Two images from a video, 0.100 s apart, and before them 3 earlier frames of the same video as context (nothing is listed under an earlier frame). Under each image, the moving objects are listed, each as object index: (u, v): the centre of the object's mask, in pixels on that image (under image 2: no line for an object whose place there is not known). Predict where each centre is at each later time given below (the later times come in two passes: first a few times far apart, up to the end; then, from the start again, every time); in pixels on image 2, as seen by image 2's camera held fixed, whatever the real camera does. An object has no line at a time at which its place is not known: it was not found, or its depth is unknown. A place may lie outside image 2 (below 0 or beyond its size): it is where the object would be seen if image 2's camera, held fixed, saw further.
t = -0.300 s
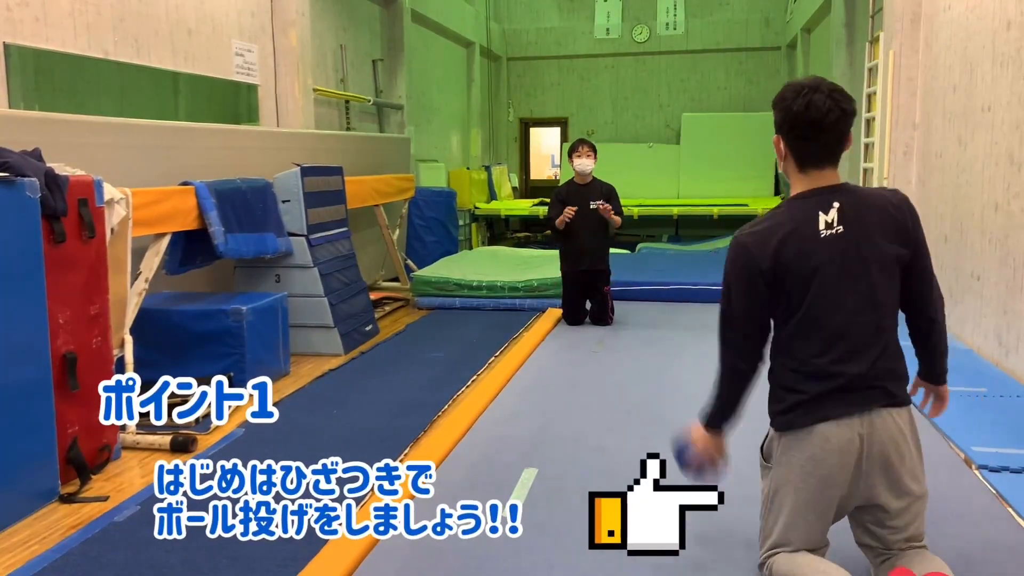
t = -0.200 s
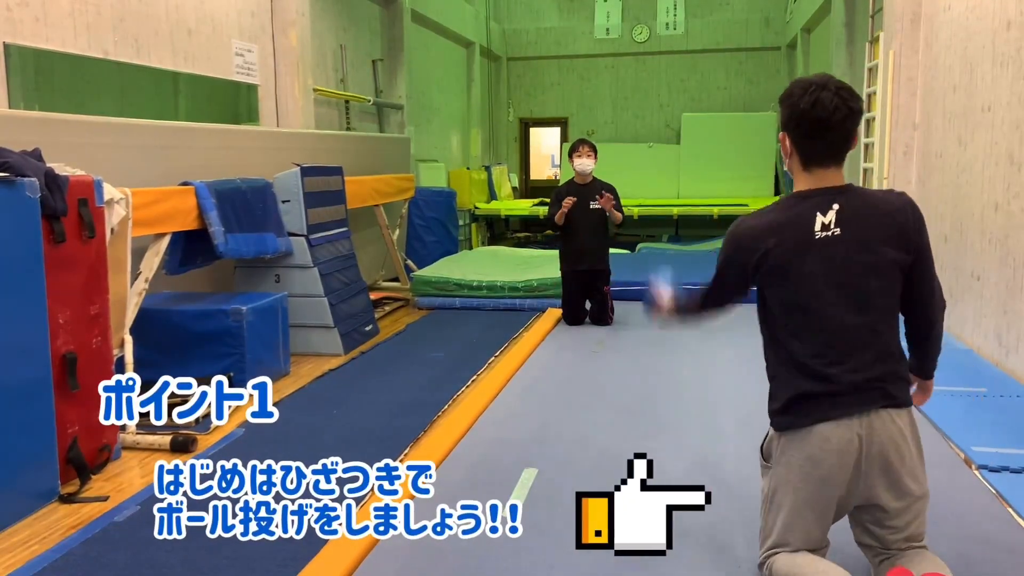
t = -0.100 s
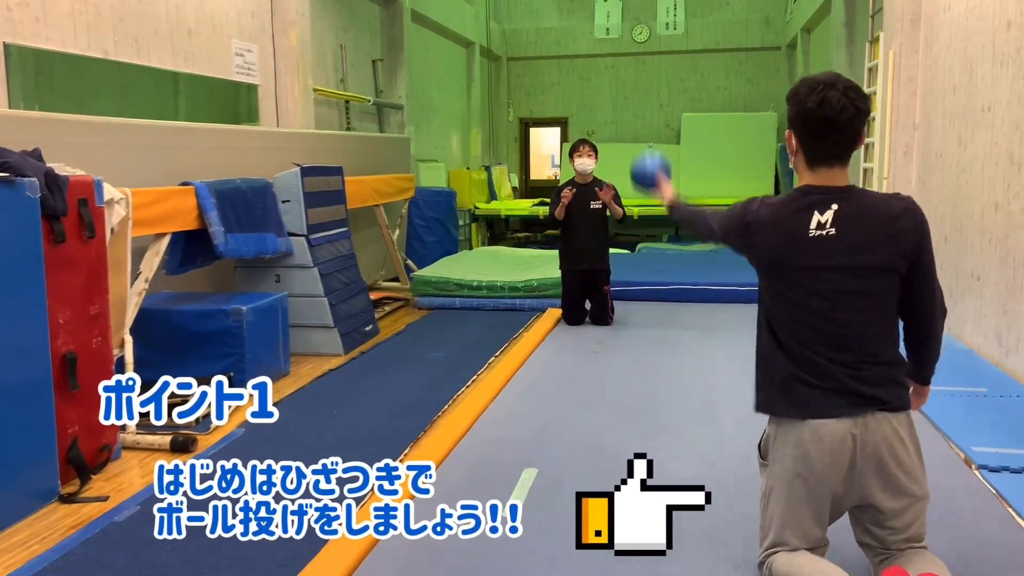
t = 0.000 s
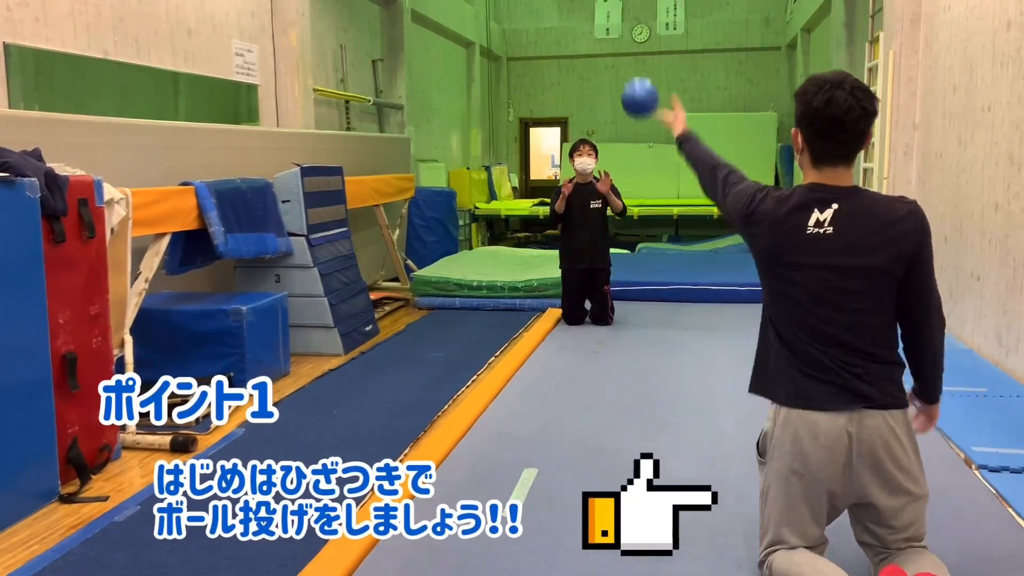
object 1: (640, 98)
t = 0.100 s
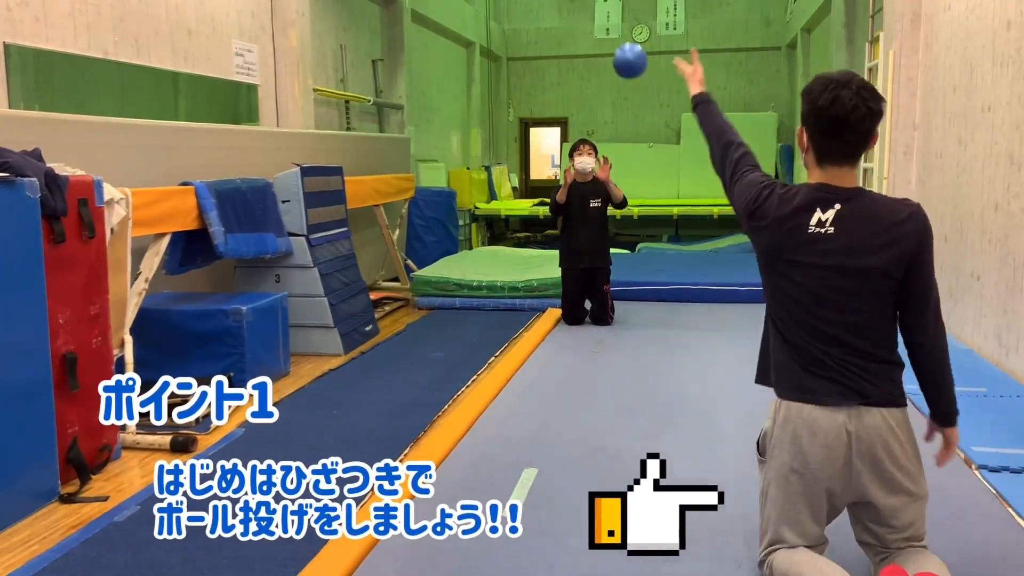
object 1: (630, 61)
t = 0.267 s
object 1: (616, 56)
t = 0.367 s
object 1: (609, 80)
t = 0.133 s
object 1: (627, 55)
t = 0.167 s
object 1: (624, 51)
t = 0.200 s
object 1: (621, 51)
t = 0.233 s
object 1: (619, 53)
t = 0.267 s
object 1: (616, 56)
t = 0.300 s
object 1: (613, 62)
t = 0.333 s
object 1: (611, 70)
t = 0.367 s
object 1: (609, 80)
